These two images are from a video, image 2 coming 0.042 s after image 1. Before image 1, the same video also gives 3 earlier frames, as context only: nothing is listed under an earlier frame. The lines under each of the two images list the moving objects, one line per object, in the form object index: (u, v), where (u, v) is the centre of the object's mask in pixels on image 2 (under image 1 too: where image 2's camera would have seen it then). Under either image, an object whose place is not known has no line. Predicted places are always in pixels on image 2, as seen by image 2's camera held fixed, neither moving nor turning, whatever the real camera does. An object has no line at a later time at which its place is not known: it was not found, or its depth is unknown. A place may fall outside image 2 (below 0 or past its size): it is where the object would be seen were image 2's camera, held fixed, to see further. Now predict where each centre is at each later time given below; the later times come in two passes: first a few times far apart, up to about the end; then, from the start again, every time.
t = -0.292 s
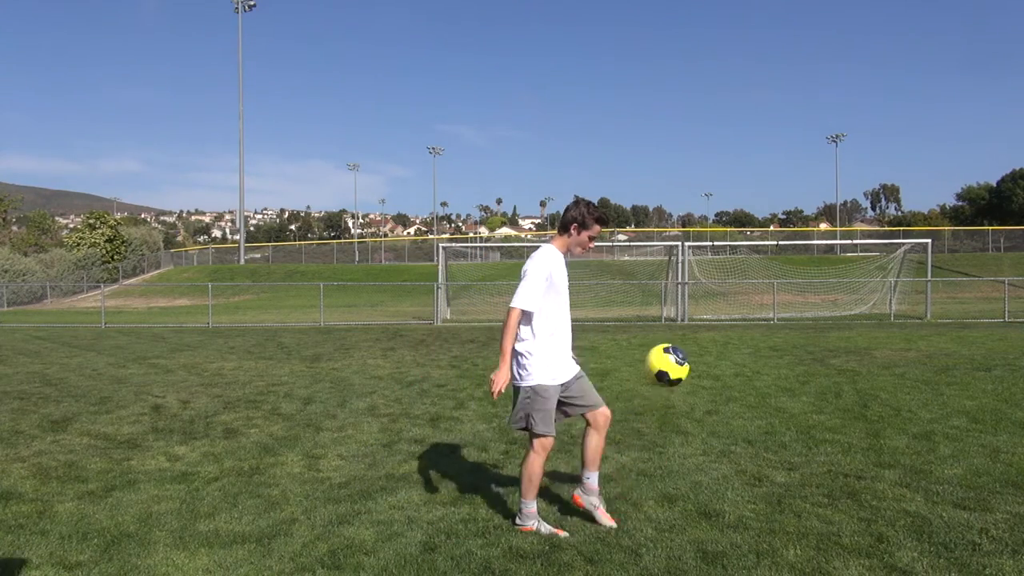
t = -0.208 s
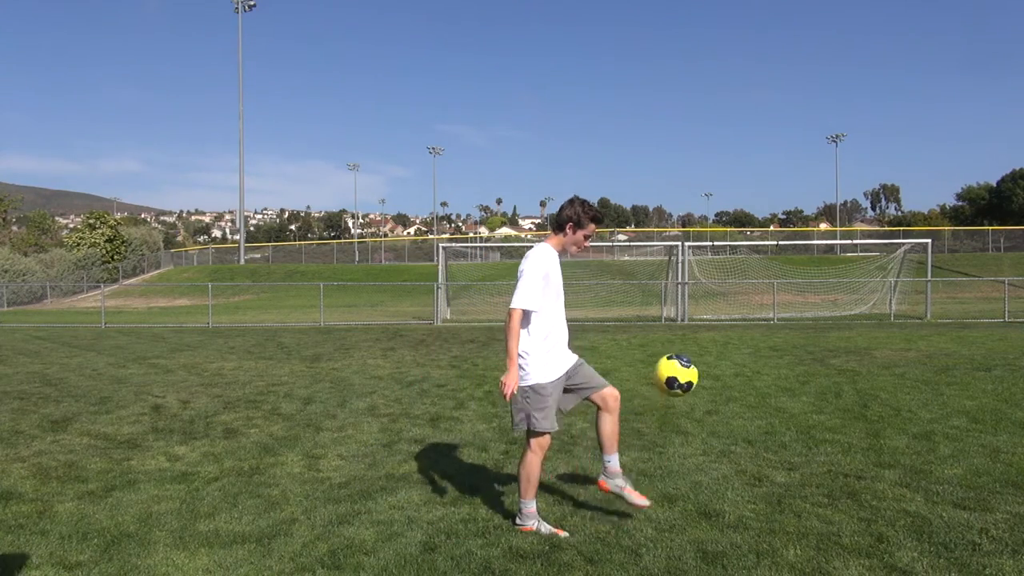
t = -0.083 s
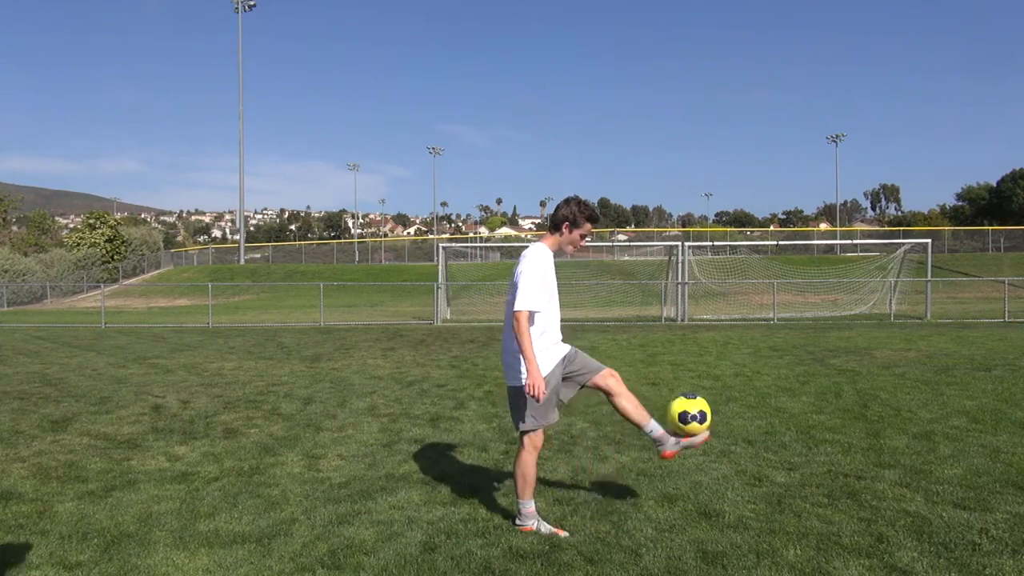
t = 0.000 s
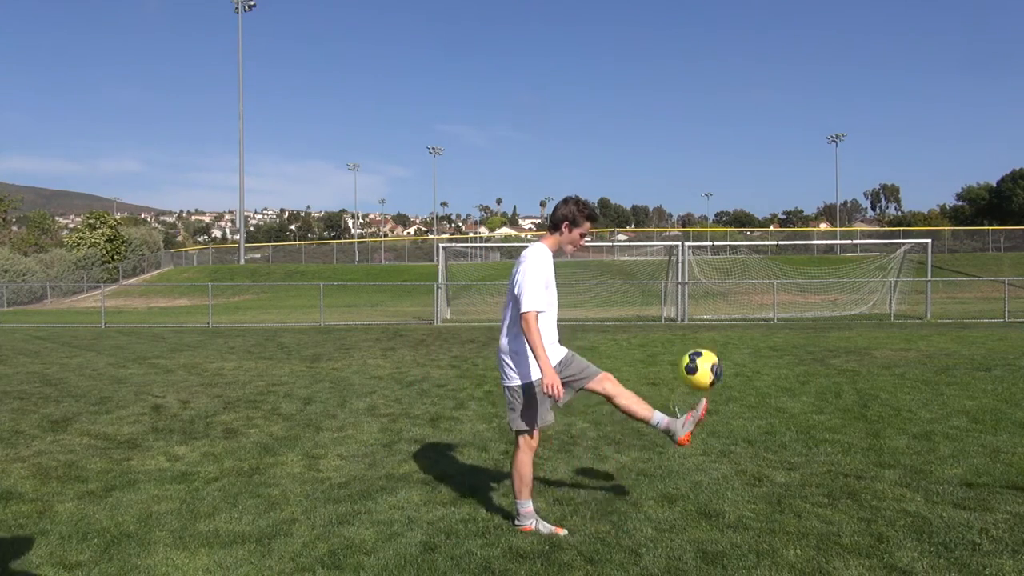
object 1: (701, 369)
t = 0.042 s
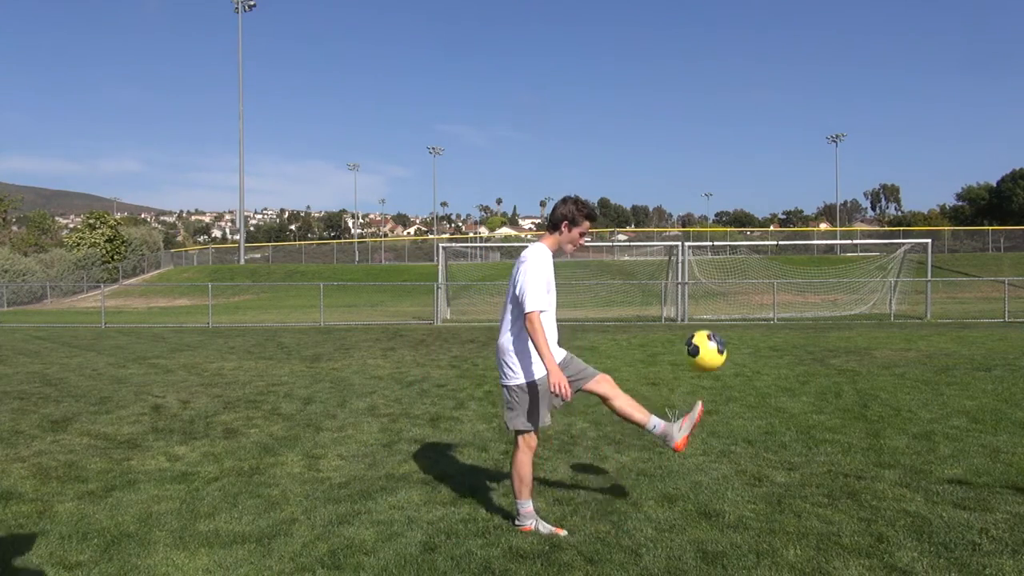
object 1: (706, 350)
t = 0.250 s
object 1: (729, 306)
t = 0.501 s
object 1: (759, 355)
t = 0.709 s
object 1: (781, 481)
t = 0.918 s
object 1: (761, 430)
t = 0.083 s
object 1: (710, 335)
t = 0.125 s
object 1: (715, 323)
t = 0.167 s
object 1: (720, 314)
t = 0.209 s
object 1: (724, 308)
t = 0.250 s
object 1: (729, 306)
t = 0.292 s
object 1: (735, 306)
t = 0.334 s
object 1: (739, 309)
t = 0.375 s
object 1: (744, 316)
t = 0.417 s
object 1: (749, 326)
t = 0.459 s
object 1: (753, 340)
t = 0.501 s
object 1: (759, 355)
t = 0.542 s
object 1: (763, 375)
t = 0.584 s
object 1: (768, 397)
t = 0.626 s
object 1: (774, 422)
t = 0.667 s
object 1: (778, 449)
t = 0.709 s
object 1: (781, 481)
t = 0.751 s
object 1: (779, 479)
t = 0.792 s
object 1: (775, 462)
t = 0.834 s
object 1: (771, 448)
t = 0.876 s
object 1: (766, 437)
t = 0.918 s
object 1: (761, 430)
